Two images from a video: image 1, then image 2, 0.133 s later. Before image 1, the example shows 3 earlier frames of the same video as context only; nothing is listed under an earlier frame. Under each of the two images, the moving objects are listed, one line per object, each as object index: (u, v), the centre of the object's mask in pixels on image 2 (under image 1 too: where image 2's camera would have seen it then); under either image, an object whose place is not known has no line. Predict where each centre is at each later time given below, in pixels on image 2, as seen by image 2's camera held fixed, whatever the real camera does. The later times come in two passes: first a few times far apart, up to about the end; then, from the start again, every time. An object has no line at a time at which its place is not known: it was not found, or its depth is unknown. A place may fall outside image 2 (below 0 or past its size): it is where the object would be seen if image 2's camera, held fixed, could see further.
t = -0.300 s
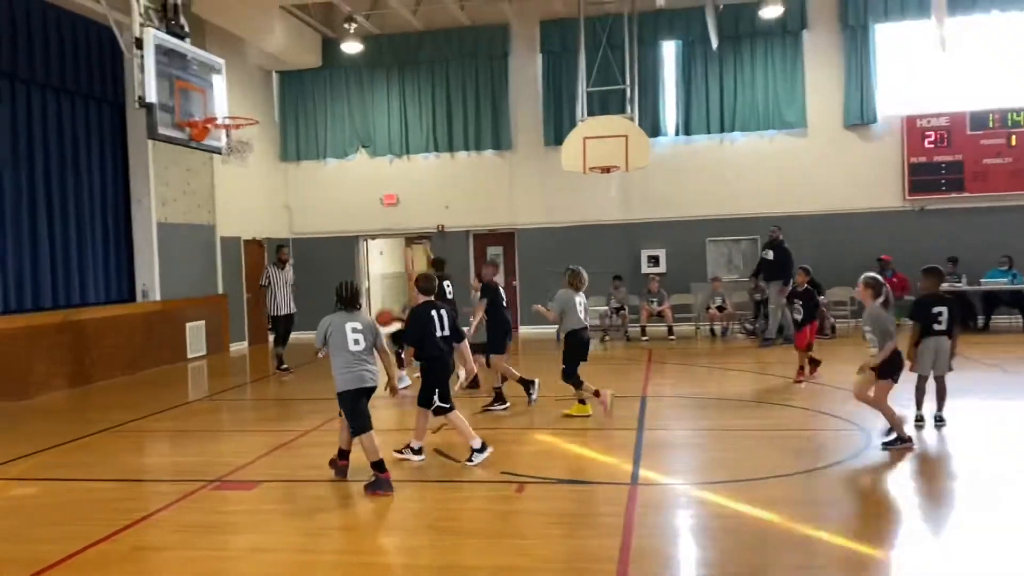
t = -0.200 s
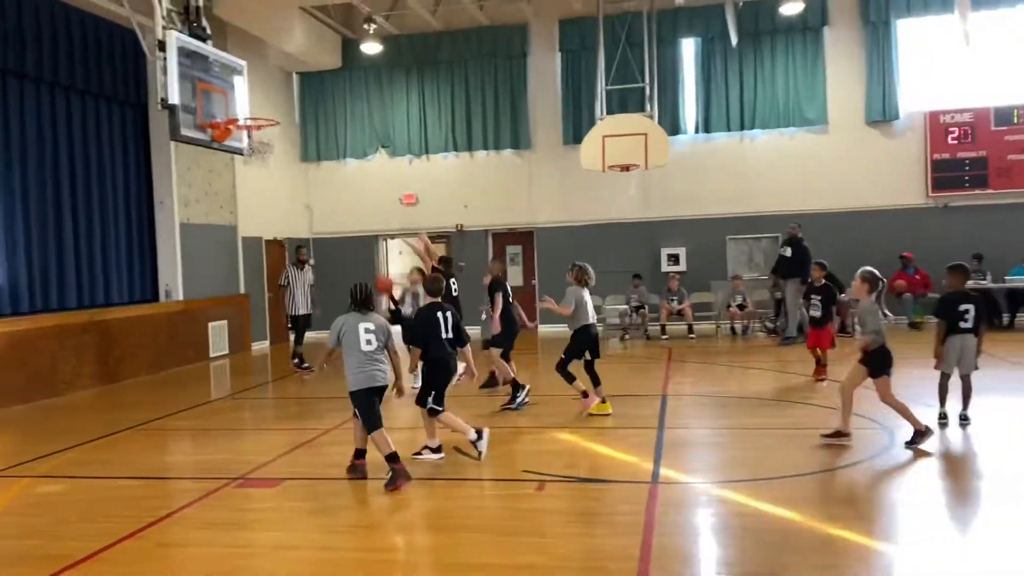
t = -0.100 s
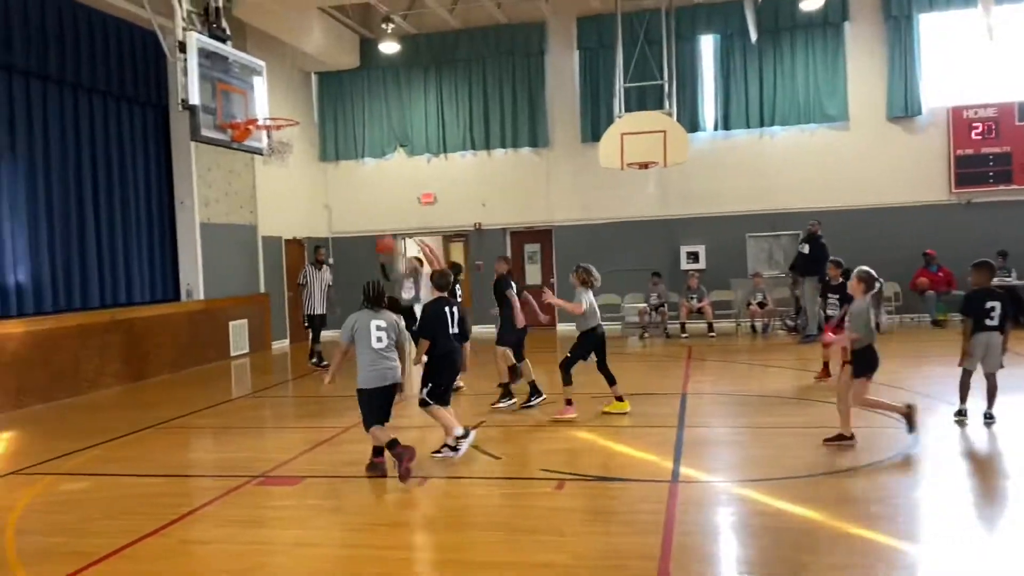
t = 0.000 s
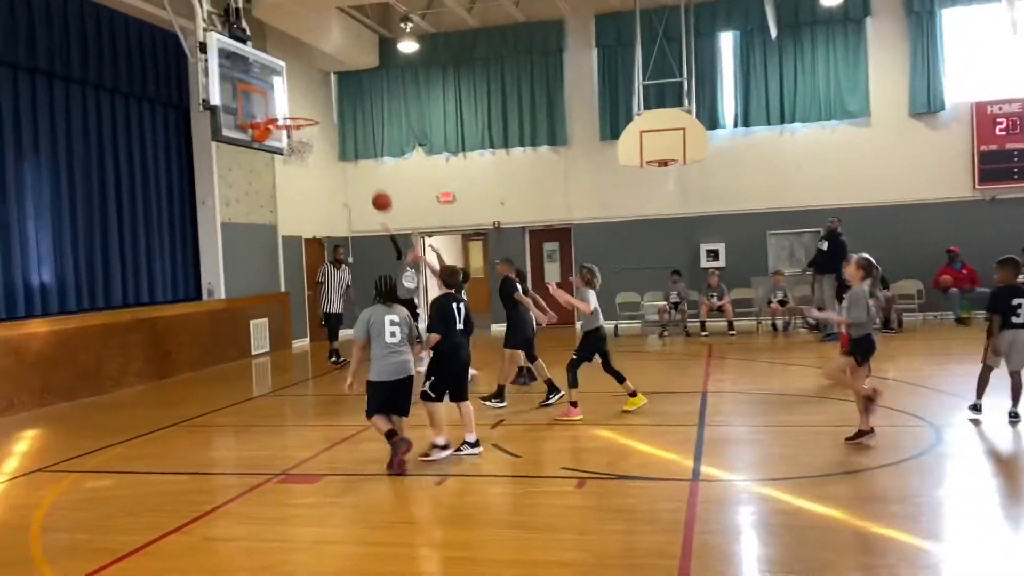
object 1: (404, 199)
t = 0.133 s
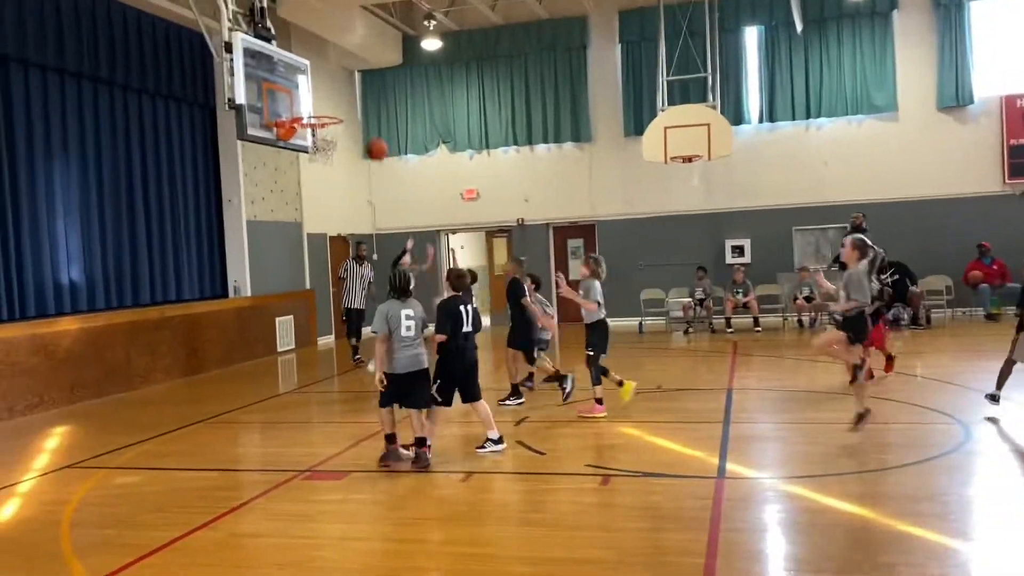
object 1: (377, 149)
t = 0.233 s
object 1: (354, 119)
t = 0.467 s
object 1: (293, 81)
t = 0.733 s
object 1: (215, 107)
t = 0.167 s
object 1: (370, 139)
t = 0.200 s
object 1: (362, 128)
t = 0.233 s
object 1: (354, 119)
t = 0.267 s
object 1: (345, 110)
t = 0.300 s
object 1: (337, 103)
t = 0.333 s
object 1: (328, 97)
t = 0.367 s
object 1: (320, 91)
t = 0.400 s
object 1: (312, 87)
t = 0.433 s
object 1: (302, 83)
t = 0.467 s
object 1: (293, 81)
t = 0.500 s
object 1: (284, 80)
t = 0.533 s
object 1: (275, 80)
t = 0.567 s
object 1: (265, 81)
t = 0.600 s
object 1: (255, 83)
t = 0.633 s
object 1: (246, 86)
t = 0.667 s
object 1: (235, 91)
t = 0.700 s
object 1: (225, 98)
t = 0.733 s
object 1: (215, 107)
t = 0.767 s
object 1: (206, 116)
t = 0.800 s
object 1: (196, 127)
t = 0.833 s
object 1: (185, 141)
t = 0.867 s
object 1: (175, 155)
